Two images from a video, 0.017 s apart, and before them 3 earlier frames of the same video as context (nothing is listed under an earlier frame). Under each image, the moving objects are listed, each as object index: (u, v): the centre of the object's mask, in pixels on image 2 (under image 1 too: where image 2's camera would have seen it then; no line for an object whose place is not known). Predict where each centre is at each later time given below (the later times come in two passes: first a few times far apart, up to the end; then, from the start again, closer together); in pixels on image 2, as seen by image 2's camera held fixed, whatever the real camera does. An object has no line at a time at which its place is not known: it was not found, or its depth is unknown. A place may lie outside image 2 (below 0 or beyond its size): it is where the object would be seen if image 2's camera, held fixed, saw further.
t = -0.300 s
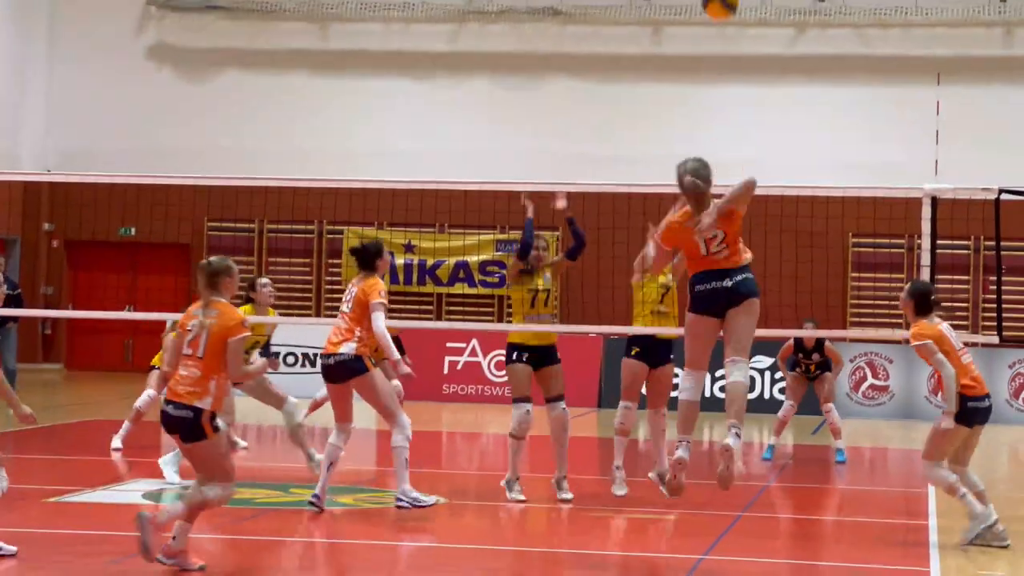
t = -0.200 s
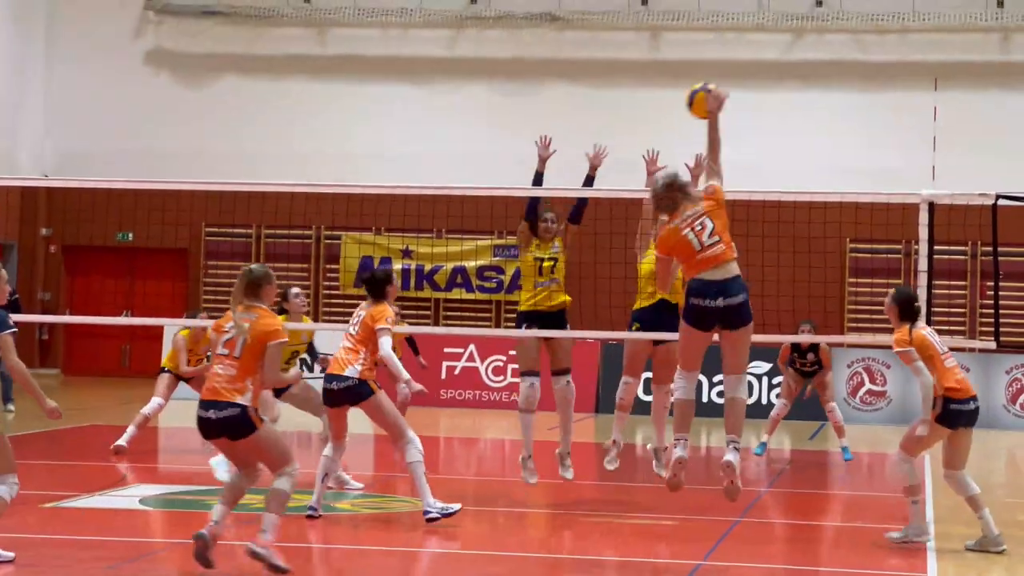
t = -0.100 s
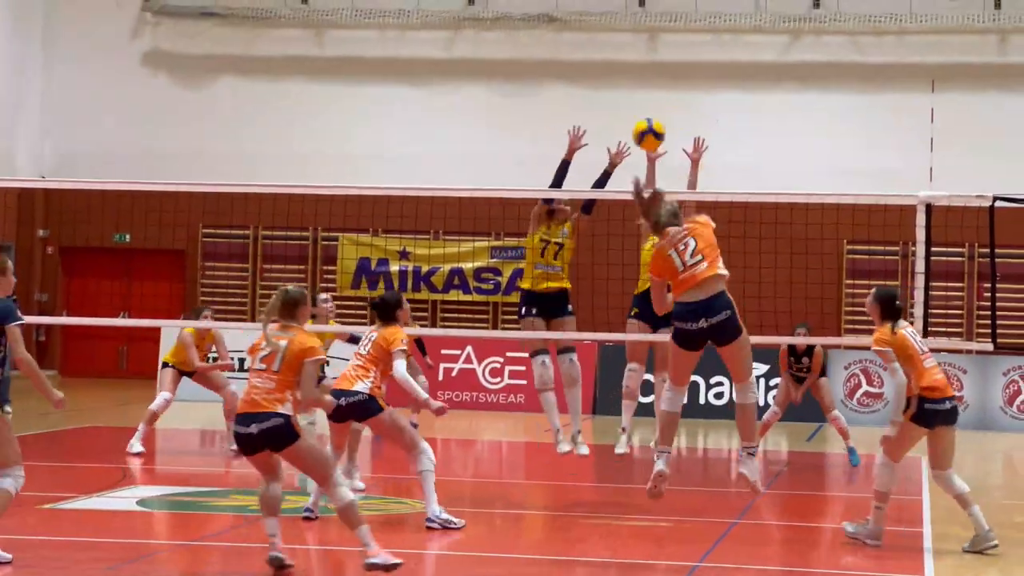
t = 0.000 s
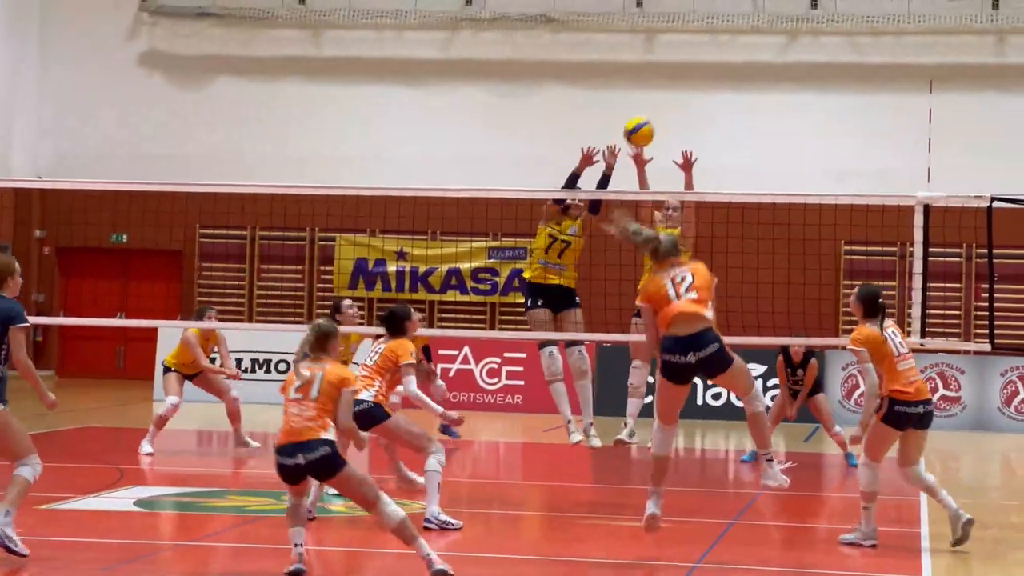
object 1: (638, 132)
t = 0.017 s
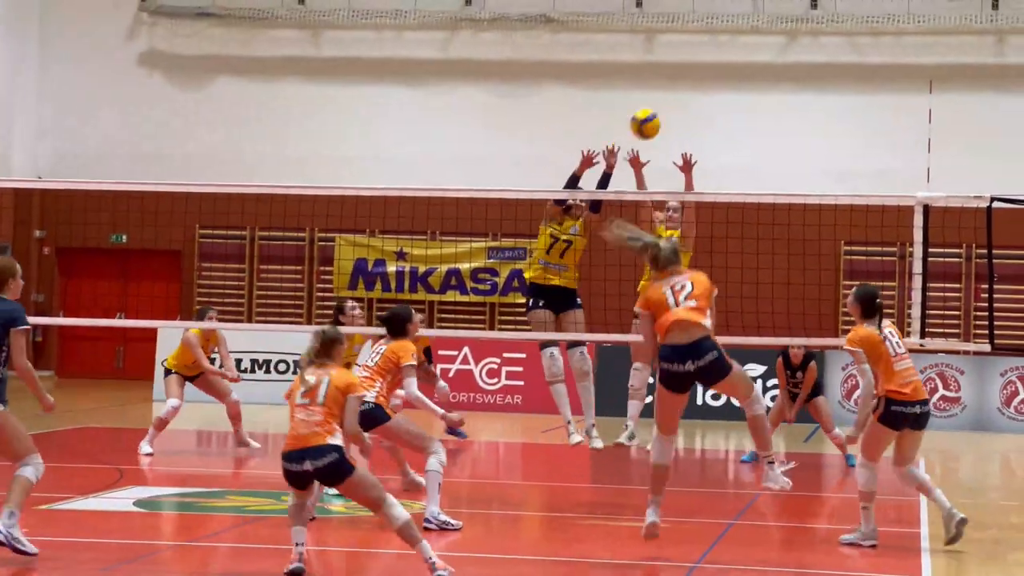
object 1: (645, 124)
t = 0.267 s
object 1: (742, 47)
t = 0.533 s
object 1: (833, 60)
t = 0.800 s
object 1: (909, 160)
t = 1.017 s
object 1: (962, 297)
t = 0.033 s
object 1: (652, 116)
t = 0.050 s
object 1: (658, 109)
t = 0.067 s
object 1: (665, 101)
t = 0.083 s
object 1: (672, 95)
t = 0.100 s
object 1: (679, 88)
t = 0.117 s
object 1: (685, 83)
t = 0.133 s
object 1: (692, 77)
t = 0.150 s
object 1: (698, 72)
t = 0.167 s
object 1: (705, 68)
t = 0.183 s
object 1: (711, 63)
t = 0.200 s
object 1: (717, 59)
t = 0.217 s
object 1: (724, 55)
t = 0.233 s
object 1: (730, 52)
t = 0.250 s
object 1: (735, 50)
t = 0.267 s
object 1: (742, 47)
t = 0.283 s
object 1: (748, 45)
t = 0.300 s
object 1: (754, 44)
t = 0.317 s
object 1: (760, 43)
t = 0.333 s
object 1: (766, 42)
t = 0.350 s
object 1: (772, 41)
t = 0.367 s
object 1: (777, 41)
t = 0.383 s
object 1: (783, 41)
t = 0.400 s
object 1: (789, 41)
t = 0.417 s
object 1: (794, 43)
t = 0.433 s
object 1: (800, 44)
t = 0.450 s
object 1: (805, 45)
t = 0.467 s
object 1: (811, 48)
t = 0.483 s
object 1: (816, 50)
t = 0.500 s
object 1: (822, 53)
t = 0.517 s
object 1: (827, 57)
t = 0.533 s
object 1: (833, 60)
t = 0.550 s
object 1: (838, 63)
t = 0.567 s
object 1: (842, 68)
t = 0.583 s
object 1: (848, 72)
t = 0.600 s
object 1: (853, 76)
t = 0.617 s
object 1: (858, 82)
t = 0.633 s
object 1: (863, 87)
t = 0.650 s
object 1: (867, 93)
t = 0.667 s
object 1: (873, 99)
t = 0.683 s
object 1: (877, 106)
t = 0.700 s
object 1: (882, 113)
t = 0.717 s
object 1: (887, 120)
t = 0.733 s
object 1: (892, 127)
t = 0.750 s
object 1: (896, 135)
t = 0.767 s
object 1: (900, 143)
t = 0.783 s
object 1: (905, 151)
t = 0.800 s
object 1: (909, 160)
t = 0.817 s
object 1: (914, 169)
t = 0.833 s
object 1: (918, 177)
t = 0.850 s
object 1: (922, 184)
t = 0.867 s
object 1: (929, 188)
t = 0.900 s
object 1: (938, 215)
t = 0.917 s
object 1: (940, 228)
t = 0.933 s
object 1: (944, 238)
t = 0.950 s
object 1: (948, 250)
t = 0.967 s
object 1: (952, 261)
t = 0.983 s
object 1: (955, 272)
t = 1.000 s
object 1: (960, 285)
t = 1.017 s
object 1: (962, 297)
